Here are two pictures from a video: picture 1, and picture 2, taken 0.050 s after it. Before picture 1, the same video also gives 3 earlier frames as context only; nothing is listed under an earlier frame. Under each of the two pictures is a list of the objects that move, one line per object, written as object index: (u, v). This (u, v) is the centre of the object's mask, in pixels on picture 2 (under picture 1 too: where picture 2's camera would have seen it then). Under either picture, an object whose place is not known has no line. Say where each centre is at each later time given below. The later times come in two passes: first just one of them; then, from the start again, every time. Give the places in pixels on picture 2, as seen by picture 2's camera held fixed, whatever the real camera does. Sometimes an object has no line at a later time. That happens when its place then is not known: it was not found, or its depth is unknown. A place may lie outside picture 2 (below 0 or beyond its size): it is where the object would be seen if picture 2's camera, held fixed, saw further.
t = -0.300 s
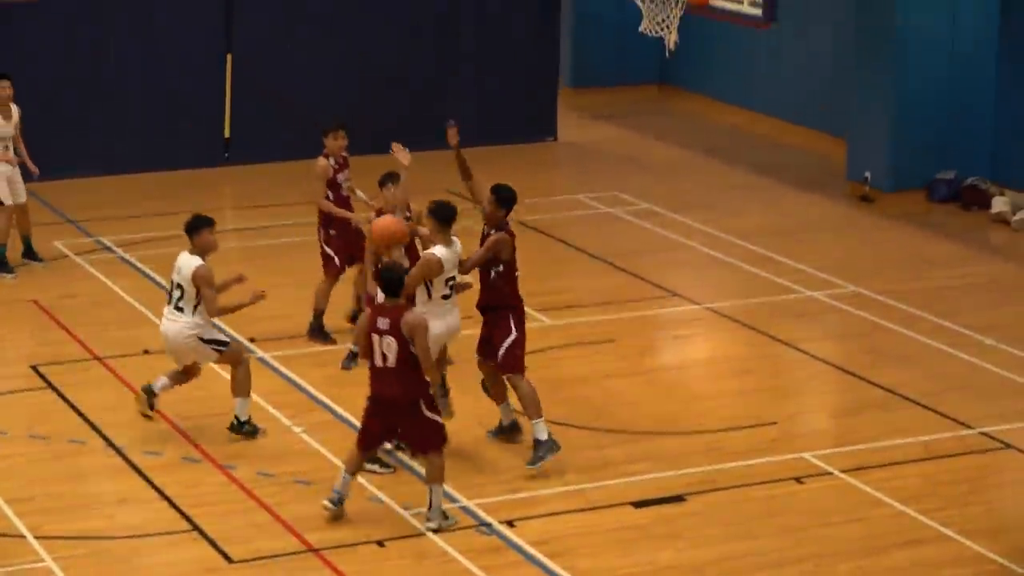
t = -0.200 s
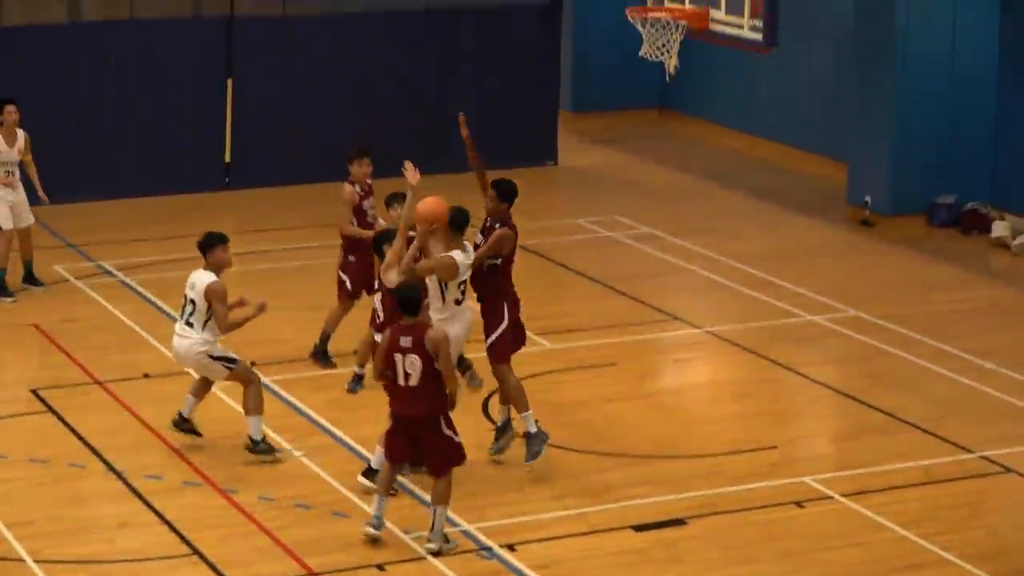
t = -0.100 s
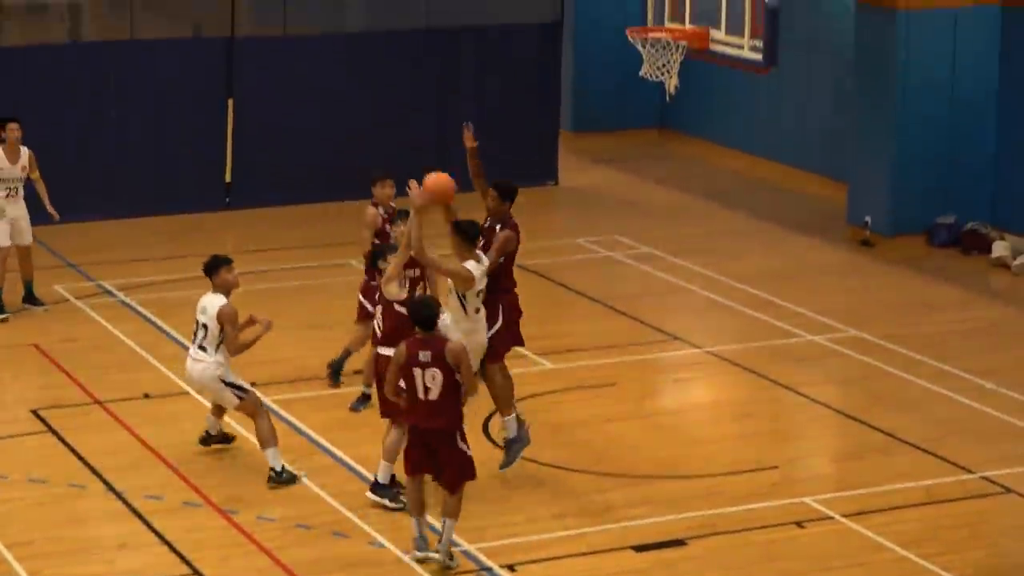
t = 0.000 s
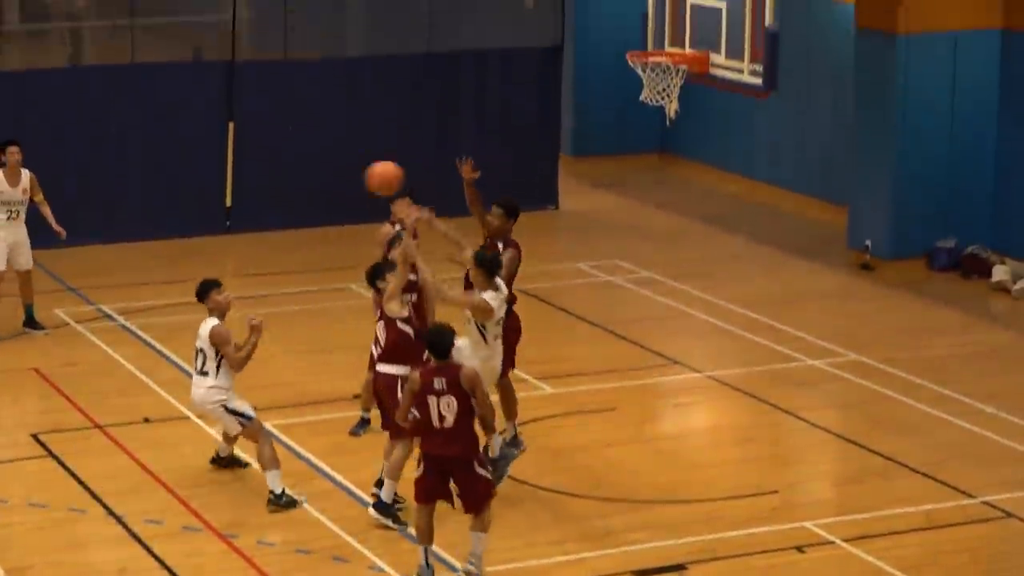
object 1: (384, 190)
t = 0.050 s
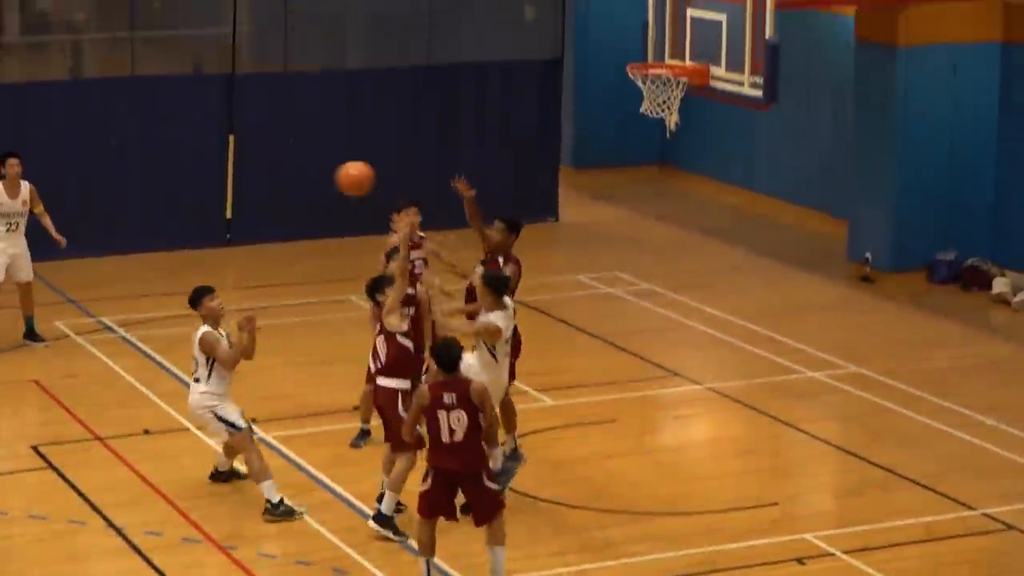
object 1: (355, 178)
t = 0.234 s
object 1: (250, 166)
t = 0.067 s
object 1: (345, 175)
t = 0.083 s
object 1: (335, 172)
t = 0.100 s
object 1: (324, 171)
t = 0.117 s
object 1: (315, 169)
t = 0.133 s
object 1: (305, 167)
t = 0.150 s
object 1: (296, 166)
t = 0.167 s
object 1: (287, 165)
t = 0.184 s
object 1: (277, 165)
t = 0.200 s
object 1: (267, 165)
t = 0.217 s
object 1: (259, 165)
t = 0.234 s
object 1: (250, 166)
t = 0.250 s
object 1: (240, 167)
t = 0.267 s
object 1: (231, 169)
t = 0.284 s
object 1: (222, 171)
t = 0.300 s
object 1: (211, 173)
